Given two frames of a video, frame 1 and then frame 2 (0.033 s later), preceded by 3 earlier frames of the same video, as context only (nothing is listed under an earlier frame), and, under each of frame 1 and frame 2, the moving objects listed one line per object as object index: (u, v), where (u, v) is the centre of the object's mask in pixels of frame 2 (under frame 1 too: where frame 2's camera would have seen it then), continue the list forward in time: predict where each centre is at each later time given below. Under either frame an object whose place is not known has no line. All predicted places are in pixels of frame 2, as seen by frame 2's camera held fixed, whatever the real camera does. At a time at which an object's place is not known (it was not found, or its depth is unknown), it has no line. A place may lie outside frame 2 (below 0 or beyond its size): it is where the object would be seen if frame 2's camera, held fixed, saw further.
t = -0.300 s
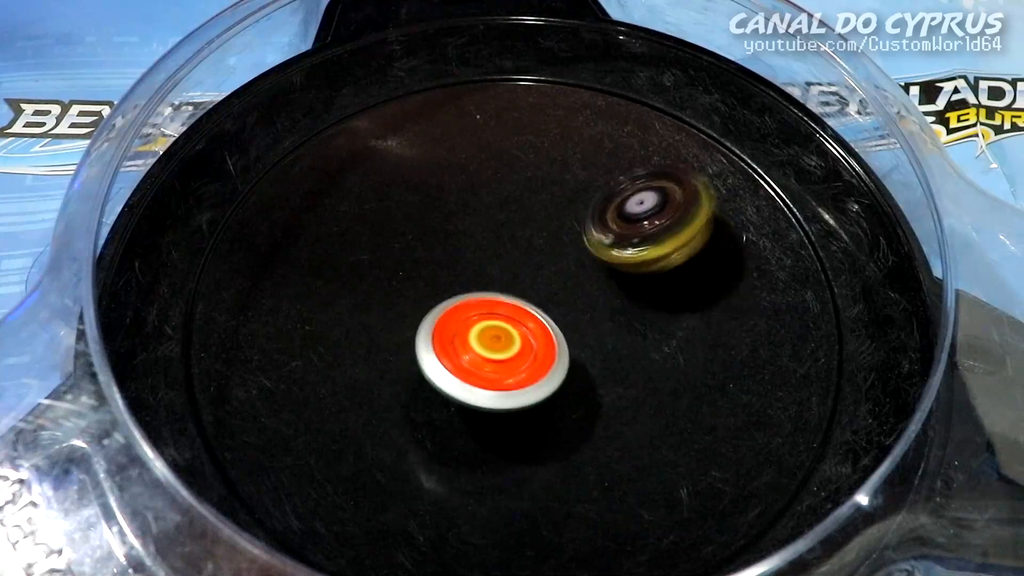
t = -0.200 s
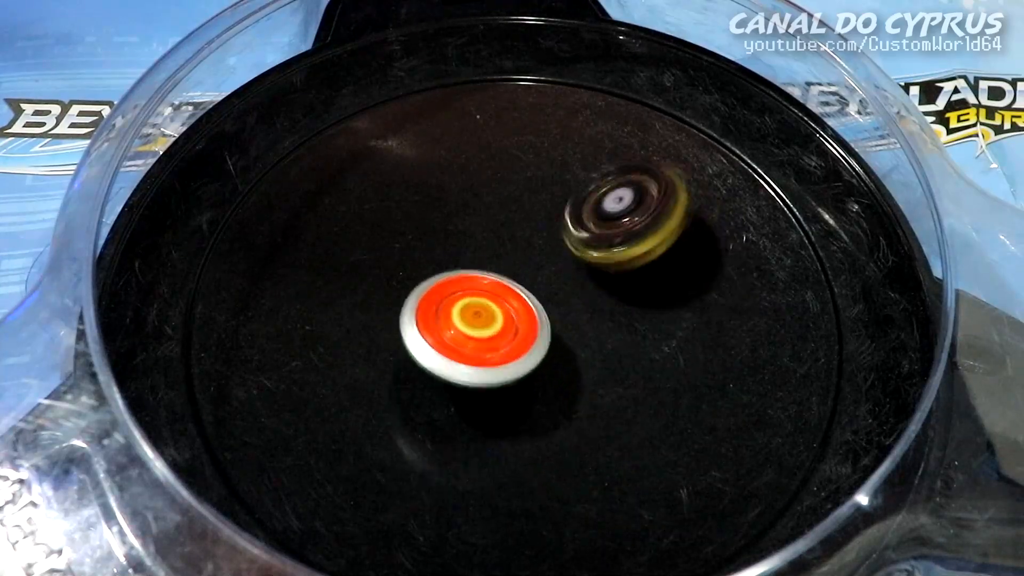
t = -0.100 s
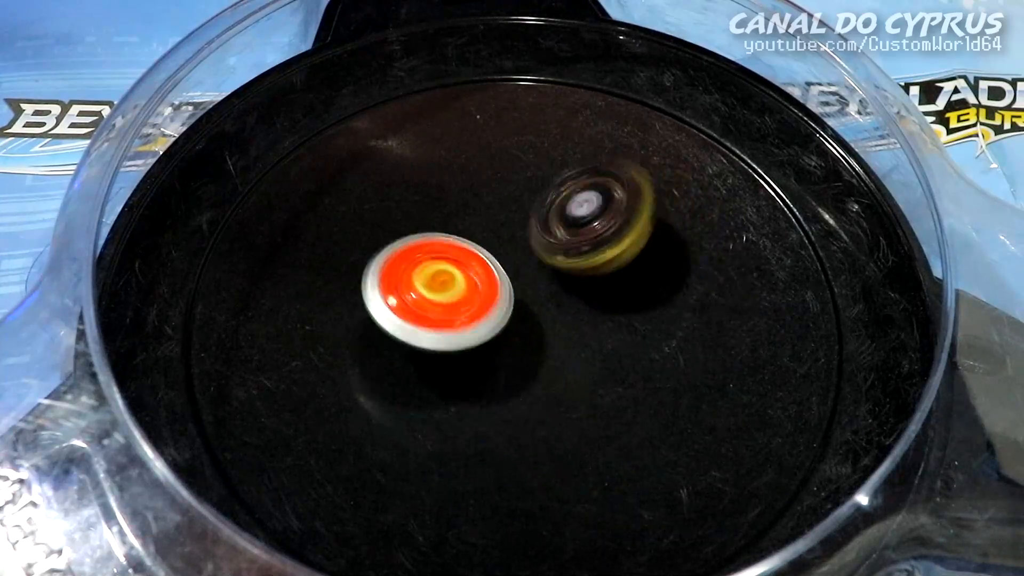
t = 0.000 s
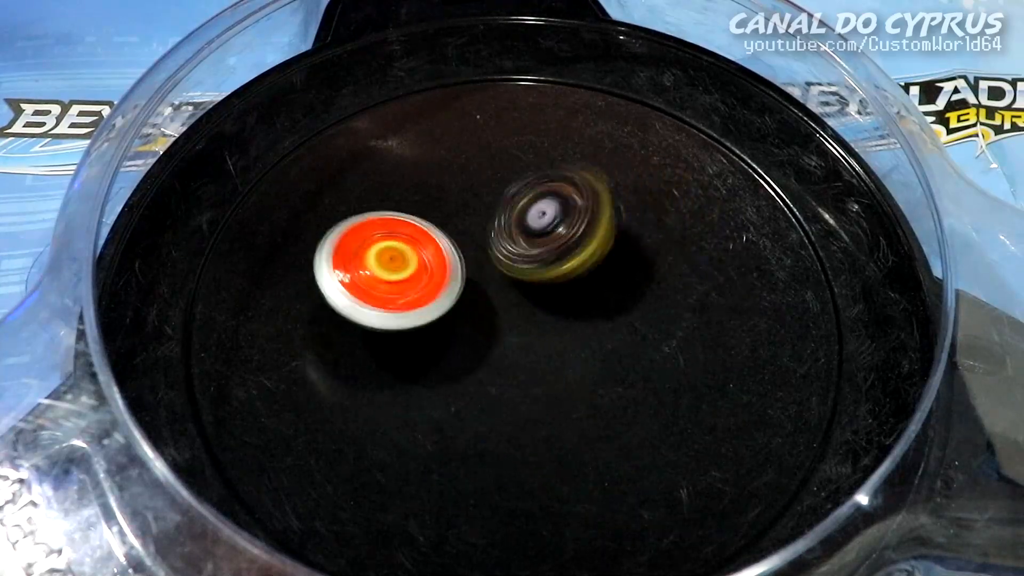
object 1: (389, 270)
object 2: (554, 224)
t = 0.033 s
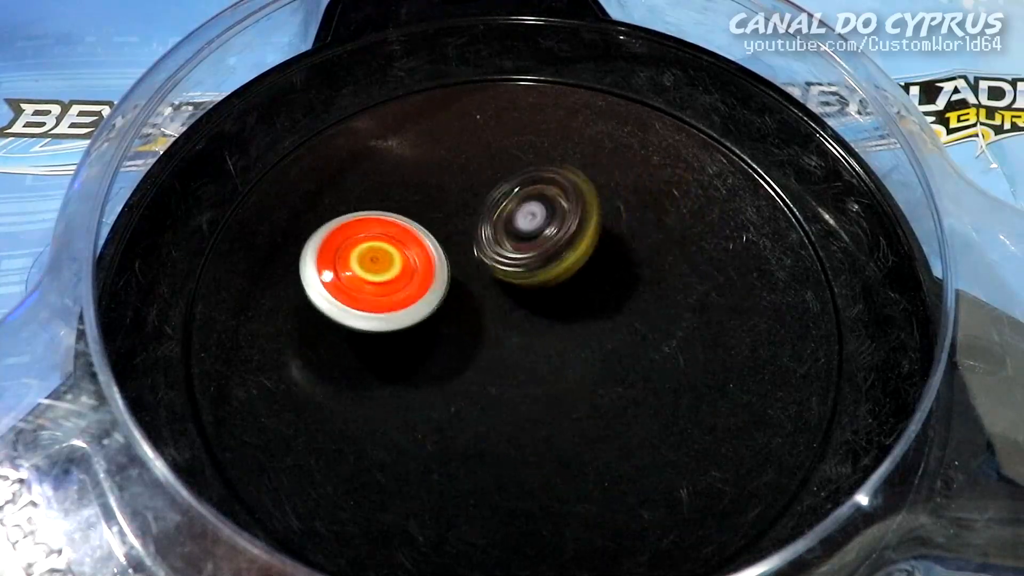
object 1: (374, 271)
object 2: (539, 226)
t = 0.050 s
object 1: (366, 272)
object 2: (531, 229)
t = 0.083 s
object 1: (354, 277)
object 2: (518, 229)
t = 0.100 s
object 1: (350, 280)
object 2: (510, 231)
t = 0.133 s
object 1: (345, 291)
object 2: (496, 232)
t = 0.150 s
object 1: (346, 296)
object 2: (491, 232)
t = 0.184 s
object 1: (346, 303)
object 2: (478, 232)
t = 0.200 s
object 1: (347, 307)
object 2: (472, 231)
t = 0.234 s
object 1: (350, 309)
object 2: (461, 231)
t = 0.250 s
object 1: (352, 309)
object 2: (456, 229)
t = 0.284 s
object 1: (368, 308)
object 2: (449, 223)
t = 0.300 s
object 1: (376, 309)
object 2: (445, 220)
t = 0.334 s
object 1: (386, 320)
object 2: (442, 212)
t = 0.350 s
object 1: (391, 326)
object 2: (441, 209)
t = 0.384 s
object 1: (404, 330)
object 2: (441, 202)
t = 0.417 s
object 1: (427, 335)
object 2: (438, 192)
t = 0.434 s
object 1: (438, 337)
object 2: (438, 191)
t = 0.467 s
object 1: (458, 337)
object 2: (433, 184)
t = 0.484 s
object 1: (468, 339)
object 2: (432, 183)
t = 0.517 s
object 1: (484, 339)
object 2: (427, 181)
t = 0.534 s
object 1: (491, 339)
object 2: (426, 180)
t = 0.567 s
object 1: (499, 337)
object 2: (421, 182)
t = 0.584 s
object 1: (502, 336)
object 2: (420, 182)
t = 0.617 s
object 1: (503, 332)
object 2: (415, 188)
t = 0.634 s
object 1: (501, 330)
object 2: (413, 189)
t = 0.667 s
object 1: (497, 322)
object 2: (408, 198)
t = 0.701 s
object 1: (491, 313)
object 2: (404, 204)
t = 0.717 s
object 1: (489, 305)
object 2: (400, 210)
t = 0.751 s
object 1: (498, 303)
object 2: (387, 210)
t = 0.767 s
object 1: (508, 307)
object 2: (377, 208)
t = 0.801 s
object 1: (525, 317)
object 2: (359, 203)
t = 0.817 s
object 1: (533, 319)
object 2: (349, 203)
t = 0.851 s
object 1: (552, 325)
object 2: (330, 201)
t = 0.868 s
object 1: (562, 326)
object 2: (322, 203)
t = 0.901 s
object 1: (583, 328)
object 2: (304, 204)
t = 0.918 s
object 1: (595, 327)
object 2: (296, 206)
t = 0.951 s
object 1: (615, 324)
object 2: (283, 208)
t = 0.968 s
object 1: (623, 321)
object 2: (278, 211)
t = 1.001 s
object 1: (629, 315)
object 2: (266, 216)
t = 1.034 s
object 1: (628, 308)
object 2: (258, 224)
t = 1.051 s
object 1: (626, 304)
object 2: (255, 227)
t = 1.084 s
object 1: (618, 294)
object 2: (250, 238)
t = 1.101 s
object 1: (612, 289)
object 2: (249, 241)
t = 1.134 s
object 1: (602, 276)
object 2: (248, 254)
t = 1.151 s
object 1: (598, 270)
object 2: (248, 259)
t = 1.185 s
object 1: (594, 259)
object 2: (251, 273)
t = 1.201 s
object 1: (592, 255)
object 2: (253, 279)
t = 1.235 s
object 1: (588, 252)
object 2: (260, 295)
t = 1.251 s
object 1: (584, 252)
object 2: (263, 302)
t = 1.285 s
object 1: (573, 258)
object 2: (273, 317)
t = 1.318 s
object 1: (561, 269)
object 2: (286, 334)
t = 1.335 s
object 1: (556, 275)
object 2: (292, 339)
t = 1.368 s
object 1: (551, 290)
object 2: (308, 356)
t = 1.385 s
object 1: (549, 299)
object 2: (315, 361)
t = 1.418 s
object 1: (548, 318)
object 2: (333, 377)
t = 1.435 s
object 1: (548, 328)
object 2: (342, 382)
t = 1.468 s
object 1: (549, 349)
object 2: (360, 397)
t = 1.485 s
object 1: (549, 356)
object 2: (369, 402)
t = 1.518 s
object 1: (547, 371)
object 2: (389, 414)
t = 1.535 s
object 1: (547, 374)
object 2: (398, 418)
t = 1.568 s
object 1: (577, 371)
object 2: (384, 438)
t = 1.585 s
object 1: (593, 366)
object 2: (375, 447)
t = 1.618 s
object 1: (618, 356)
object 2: (360, 467)
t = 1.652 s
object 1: (632, 346)
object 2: (351, 486)
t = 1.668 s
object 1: (635, 339)
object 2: (347, 492)
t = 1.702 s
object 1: (637, 326)
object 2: (343, 504)
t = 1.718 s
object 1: (636, 316)
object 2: (339, 507)
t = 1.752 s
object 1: (632, 299)
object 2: (338, 513)
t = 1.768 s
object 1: (627, 289)
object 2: (337, 515)
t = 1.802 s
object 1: (614, 275)
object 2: (342, 516)
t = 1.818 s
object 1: (607, 268)
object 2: (350, 514)
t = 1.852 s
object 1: (591, 258)
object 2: (361, 512)
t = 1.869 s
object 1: (583, 253)
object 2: (370, 509)
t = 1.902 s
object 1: (568, 246)
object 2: (387, 499)
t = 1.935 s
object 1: (556, 242)
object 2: (407, 483)
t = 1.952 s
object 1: (551, 240)
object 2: (418, 478)
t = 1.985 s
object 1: (543, 238)
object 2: (439, 462)
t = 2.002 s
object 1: (539, 238)
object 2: (452, 455)
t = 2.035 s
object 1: (535, 239)
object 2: (474, 441)
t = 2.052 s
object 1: (535, 242)
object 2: (488, 432)
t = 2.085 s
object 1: (537, 248)
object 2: (512, 419)
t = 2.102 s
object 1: (539, 254)
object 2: (524, 410)
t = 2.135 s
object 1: (545, 264)
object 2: (550, 398)
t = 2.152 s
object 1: (548, 271)
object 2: (561, 393)
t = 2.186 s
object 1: (549, 257)
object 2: (591, 405)
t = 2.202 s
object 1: (548, 250)
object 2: (607, 412)
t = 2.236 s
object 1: (545, 239)
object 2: (635, 420)
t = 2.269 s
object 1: (536, 230)
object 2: (662, 424)
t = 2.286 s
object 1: (530, 226)
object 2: (675, 428)
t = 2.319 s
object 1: (518, 218)
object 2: (698, 430)
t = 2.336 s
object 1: (509, 216)
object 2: (710, 430)
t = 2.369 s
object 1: (493, 212)
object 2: (729, 432)
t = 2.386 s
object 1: (484, 208)
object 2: (736, 429)
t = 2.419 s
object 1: (464, 206)
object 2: (752, 430)
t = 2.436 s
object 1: (455, 206)
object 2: (758, 429)
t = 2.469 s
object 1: (436, 212)
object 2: (768, 427)
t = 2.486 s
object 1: (430, 215)
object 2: (771, 428)
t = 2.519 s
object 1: (418, 225)
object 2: (777, 423)
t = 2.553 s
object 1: (410, 235)
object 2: (779, 417)
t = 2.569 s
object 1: (408, 240)
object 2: (780, 415)
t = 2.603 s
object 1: (404, 252)
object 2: (779, 408)
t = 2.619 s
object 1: (404, 256)
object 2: (775, 403)
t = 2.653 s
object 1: (403, 266)
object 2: (771, 394)
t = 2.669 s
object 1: (404, 269)
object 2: (767, 390)
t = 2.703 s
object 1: (406, 275)
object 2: (758, 379)
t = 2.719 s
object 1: (408, 276)
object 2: (754, 374)
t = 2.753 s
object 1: (413, 278)
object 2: (744, 361)
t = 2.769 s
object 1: (416, 277)
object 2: (736, 354)
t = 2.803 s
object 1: (424, 275)
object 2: (726, 337)
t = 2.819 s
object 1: (429, 272)
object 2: (718, 329)
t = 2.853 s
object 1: (441, 266)
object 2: (706, 311)
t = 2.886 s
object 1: (457, 260)
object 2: (694, 293)
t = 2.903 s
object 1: (468, 256)
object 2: (691, 285)
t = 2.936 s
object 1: (490, 252)
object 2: (680, 267)
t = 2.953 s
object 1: (504, 252)
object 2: (676, 259)
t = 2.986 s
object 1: (527, 252)
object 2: (669, 242)
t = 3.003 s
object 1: (528, 253)
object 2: (671, 232)
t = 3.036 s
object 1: (517, 260)
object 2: (691, 212)
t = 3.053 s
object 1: (514, 263)
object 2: (698, 205)
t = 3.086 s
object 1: (510, 272)
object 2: (711, 192)
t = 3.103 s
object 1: (508, 278)
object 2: (716, 187)
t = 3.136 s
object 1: (508, 295)
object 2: (727, 179)
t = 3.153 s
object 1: (506, 306)
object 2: (731, 175)
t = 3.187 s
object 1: (499, 323)
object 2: (739, 172)
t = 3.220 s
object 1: (493, 340)
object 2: (745, 172)
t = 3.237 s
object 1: (488, 349)
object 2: (750, 174)
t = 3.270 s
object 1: (480, 361)
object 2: (750, 182)
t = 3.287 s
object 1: (475, 366)
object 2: (748, 190)
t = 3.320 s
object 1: (464, 371)
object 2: (736, 204)
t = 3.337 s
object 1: (459, 370)
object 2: (725, 212)
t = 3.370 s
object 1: (450, 366)
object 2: (701, 226)
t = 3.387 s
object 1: (448, 363)
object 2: (690, 232)
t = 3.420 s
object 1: (444, 350)
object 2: (662, 238)
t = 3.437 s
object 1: (444, 341)
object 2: (644, 243)
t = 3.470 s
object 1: (450, 325)
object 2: (613, 246)
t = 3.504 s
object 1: (461, 311)
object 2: (581, 247)
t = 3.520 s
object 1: (454, 312)
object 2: (573, 241)
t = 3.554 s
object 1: (421, 328)
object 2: (578, 217)
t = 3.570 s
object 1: (409, 335)
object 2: (581, 207)
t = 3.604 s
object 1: (389, 352)
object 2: (577, 191)
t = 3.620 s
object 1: (381, 361)
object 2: (570, 184)
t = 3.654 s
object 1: (375, 375)
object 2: (561, 171)
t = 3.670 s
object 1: (373, 384)
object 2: (558, 166)
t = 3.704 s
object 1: (371, 398)
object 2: (549, 155)
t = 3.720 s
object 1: (375, 405)
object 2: (544, 148)
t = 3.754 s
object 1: (382, 420)
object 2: (538, 140)
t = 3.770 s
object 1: (387, 424)
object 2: (538, 138)
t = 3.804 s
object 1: (403, 434)
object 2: (534, 134)
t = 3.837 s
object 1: (423, 439)
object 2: (533, 132)
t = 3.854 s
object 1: (434, 439)
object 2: (530, 133)
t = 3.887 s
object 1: (456, 441)
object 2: (525, 137)
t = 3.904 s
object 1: (468, 442)
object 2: (526, 141)
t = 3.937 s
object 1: (484, 440)
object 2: (524, 151)
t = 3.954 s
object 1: (489, 438)
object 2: (520, 157)
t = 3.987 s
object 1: (498, 432)
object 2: (513, 172)
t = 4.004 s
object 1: (502, 429)
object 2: (511, 179)
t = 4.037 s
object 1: (504, 420)
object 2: (498, 196)
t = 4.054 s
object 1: (503, 415)
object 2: (488, 205)
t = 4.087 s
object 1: (497, 401)
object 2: (473, 221)
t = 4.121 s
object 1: (494, 383)
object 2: (455, 235)
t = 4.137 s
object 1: (493, 373)
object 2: (447, 240)
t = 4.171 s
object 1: (492, 352)
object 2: (425, 248)
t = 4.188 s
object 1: (495, 351)
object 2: (414, 248)
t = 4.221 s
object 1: (506, 350)
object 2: (390, 243)
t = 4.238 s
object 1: (509, 349)
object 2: (379, 240)
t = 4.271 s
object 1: (511, 347)
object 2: (362, 234)
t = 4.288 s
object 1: (510, 345)
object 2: (354, 231)
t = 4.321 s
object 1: (505, 341)
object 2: (342, 224)
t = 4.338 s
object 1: (501, 337)
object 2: (336, 220)
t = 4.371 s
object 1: (493, 329)
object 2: (328, 213)
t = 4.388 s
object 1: (489, 325)
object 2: (327, 207)
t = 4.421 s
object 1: (481, 315)
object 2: (327, 201)
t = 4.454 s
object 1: (474, 305)
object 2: (337, 196)
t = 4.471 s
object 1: (472, 299)
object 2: (344, 195)
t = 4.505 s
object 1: (470, 287)
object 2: (360, 200)
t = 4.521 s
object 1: (471, 282)
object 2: (369, 203)
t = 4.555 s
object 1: (504, 284)
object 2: (363, 194)
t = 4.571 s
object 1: (518, 285)
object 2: (361, 193)
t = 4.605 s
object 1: (547, 294)
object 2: (358, 183)
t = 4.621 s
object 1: (561, 299)
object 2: (356, 180)
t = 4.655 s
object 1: (580, 307)
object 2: (358, 175)
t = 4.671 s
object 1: (588, 311)
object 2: (360, 174)
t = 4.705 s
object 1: (599, 320)
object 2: (368, 170)
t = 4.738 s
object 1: (602, 329)
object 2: (377, 171)
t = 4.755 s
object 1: (602, 332)
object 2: (381, 173)
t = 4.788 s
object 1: (595, 339)
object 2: (396, 182)
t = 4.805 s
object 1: (590, 342)
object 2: (403, 187)
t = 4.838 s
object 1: (575, 342)
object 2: (417, 202)
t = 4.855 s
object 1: (567, 338)
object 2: (424, 212)
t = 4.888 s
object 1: (553, 330)
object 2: (435, 231)
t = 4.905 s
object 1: (548, 327)
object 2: (438, 240)
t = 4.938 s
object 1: (584, 339)
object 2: (409, 240)
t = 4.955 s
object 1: (610, 350)
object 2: (389, 230)
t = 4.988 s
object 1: (652, 367)
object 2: (356, 220)
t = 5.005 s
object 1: (668, 373)
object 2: (344, 217)
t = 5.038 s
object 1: (693, 380)
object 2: (321, 210)
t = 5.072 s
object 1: (708, 382)
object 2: (312, 206)
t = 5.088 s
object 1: (712, 381)
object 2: (310, 206)
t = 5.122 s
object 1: (716, 376)
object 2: (308, 204)
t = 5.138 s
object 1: (717, 372)
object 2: (311, 205)
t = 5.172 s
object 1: (717, 362)
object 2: (317, 207)
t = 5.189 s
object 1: (717, 357)
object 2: (321, 209)
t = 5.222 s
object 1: (716, 346)
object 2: (332, 217)
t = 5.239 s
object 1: (716, 338)
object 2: (339, 221)
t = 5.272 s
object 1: (714, 328)
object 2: (355, 234)
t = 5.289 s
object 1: (713, 325)
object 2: (363, 241)
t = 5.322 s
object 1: (709, 319)
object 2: (376, 255)
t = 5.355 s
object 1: (701, 317)
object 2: (390, 269)
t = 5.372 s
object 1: (698, 317)
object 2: (397, 279)
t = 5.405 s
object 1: (686, 318)
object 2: (410, 292)
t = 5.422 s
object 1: (677, 321)
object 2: (417, 300)
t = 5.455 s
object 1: (661, 325)
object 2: (431, 315)
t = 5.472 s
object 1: (653, 326)
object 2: (437, 321)
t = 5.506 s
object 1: (636, 329)
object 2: (450, 335)
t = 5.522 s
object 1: (626, 331)
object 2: (456, 342)
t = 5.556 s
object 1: (615, 332)
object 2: (467, 354)
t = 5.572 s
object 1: (625, 327)
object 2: (455, 361)
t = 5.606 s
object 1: (649, 320)
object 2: (431, 375)
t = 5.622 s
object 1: (657, 317)
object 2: (426, 380)
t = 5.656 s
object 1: (666, 311)
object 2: (418, 390)
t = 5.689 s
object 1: (666, 308)
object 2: (414, 401)
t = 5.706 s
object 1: (665, 305)
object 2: (415, 408)
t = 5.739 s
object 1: (658, 303)
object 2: (414, 416)
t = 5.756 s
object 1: (653, 302)
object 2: (414, 421)
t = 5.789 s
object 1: (645, 300)
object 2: (412, 426)
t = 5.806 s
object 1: (640, 300)
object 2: (410, 429)
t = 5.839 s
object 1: (630, 298)
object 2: (411, 429)
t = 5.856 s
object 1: (625, 297)
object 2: (411, 427)
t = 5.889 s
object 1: (615, 297)
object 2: (416, 424)
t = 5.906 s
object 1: (610, 296)
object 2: (418, 419)
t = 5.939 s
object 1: (601, 296)
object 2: (427, 414)
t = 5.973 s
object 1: (592, 295)
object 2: (440, 405)
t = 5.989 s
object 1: (587, 295)
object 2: (446, 399)
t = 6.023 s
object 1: (580, 294)
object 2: (464, 391)
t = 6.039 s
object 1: (577, 294)
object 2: (471, 385)
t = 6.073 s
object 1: (581, 279)
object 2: (475, 392)
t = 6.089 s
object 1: (586, 269)
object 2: (474, 395)
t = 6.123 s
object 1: (594, 252)
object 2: (476, 398)
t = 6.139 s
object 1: (595, 246)
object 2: (476, 400)
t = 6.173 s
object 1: (595, 237)
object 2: (478, 400)
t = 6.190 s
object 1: (594, 235)
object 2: (481, 401)
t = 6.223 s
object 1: (592, 233)
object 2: (484, 396)
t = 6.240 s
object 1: (589, 233)
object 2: (490, 395)
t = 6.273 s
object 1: (582, 235)
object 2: (493, 391)
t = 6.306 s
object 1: (573, 239)
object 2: (500, 386)
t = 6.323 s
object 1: (568, 241)
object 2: (506, 383)
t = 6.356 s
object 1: (558, 245)
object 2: (515, 375)
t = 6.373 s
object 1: (552, 246)
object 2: (521, 372)
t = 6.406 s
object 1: (542, 241)
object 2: (530, 374)
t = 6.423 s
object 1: (539, 233)
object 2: (536, 380)
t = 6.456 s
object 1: (533, 223)
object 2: (541, 387)
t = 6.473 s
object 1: (530, 219)
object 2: (546, 391)
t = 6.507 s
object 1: (528, 213)
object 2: (551, 396)
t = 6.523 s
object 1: (527, 211)
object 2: (555, 399)
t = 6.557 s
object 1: (526, 211)
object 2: (556, 402)
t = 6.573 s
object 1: (526, 211)
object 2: (557, 403)
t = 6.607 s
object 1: (526, 214)
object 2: (555, 400)
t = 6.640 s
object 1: (526, 219)
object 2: (553, 397)
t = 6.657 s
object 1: (526, 222)
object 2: (552, 395)
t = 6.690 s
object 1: (526, 231)
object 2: (551, 389)
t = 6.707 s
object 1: (525, 233)
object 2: (553, 386)
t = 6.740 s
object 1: (525, 244)
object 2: (552, 378)
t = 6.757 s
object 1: (525, 247)
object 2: (552, 373)
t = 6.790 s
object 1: (522, 244)
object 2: (556, 372)
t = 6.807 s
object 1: (520, 240)
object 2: (560, 373)
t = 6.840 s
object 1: (516, 238)
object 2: (564, 371)
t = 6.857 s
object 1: (514, 237)
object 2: (565, 370)
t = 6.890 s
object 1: (513, 238)
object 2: (569, 366)
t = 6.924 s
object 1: (511, 240)
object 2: (573, 364)
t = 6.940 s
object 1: (510, 241)
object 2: (572, 360)
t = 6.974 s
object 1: (508, 244)
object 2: (576, 357)
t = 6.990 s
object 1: (505, 243)
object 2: (576, 356)
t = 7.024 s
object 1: (501, 241)
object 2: (580, 358)
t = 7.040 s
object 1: (499, 241)
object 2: (580, 358)
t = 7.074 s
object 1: (496, 243)
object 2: (582, 358)
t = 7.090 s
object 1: (494, 244)
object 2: (581, 357)
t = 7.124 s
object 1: (491, 246)
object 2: (581, 356)
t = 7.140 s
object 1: (490, 248)
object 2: (578, 354)
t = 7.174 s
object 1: (484, 247)
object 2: (580, 357)
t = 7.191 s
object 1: (480, 244)
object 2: (582, 359)
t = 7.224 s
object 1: (473, 239)
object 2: (585, 364)
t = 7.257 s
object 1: (469, 237)
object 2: (582, 364)
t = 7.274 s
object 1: (468, 237)
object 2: (582, 365)
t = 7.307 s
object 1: (467, 237)
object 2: (576, 365)
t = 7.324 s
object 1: (468, 239)
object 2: (575, 365)
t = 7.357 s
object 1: (469, 241)
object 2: (570, 362)
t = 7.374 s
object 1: (469, 243)
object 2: (568, 360)
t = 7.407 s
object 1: (471, 248)
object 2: (561, 356)
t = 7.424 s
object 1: (472, 250)
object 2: (559, 354)
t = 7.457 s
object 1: (466, 244)
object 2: (564, 357)
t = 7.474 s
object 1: (460, 240)
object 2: (567, 360)
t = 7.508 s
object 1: (456, 231)
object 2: (572, 365)
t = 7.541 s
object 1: (453, 228)
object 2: (573, 367)
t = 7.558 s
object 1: (454, 227)
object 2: (574, 369)
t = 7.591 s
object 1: (454, 228)
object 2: (572, 370)
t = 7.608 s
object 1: (456, 229)
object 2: (573, 370)
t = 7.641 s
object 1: (457, 232)
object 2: (569, 367)
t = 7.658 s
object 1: (459, 234)
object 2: (568, 366)
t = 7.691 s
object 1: (460, 238)
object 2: (561, 362)
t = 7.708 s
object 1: (461, 241)
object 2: (561, 360)
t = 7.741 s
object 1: (461, 244)
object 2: (555, 354)
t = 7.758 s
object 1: (462, 247)
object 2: (553, 351)
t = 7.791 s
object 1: (458, 244)
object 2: (554, 348)
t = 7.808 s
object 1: (454, 243)
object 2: (555, 348)
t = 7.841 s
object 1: (452, 239)
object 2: (558, 347)
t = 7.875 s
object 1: (450, 240)
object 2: (561, 343)
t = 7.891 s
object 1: (452, 240)
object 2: (562, 342)
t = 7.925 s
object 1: (452, 243)
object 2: (559, 339)
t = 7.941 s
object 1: (453, 245)
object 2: (561, 338)
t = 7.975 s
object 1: (447, 242)
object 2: (566, 338)
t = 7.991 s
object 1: (443, 240)
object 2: (573, 341)
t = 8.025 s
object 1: (437, 234)
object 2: (581, 344)
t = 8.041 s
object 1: (436, 234)
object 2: (585, 346)
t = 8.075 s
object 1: (434, 233)
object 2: (592, 349)
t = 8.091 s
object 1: (436, 234)
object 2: (593, 351)
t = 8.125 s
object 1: (437, 237)
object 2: (596, 355)
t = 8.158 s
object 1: (438, 241)
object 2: (595, 357)
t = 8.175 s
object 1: (439, 242)
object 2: (595, 359)
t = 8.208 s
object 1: (441, 246)
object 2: (589, 358)
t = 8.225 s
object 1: (442, 248)
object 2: (586, 357)
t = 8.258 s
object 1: (443, 253)
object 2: (579, 356)
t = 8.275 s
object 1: (444, 255)
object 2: (577, 354)
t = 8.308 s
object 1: (445, 260)
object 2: (570, 351)
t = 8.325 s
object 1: (446, 261)
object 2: (563, 348)
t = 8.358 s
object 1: (446, 263)
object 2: (561, 343)
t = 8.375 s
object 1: (437, 257)
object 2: (563, 342)
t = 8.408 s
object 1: (425, 250)
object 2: (567, 340)
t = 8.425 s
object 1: (421, 247)
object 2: (569, 339)
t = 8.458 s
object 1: (418, 245)
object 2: (566, 334)
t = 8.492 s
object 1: (419, 244)
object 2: (566, 329)
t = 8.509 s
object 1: (420, 245)
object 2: (563, 326)
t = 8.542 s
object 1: (424, 246)
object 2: (565, 319)
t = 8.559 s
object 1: (425, 248)
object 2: (564, 316)
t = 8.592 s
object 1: (428, 252)
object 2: (561, 310)
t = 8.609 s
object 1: (429, 254)
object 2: (562, 307)
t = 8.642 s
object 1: (423, 253)
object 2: (567, 303)
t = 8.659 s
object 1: (420, 253)
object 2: (572, 302)
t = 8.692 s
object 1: (419, 253)
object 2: (579, 300)
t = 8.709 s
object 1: (420, 255)
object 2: (580, 297)
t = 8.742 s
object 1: (422, 256)
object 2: (588, 298)
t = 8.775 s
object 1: (423, 260)
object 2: (587, 296)
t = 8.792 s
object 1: (426, 262)
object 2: (588, 296)
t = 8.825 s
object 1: (427, 266)
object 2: (590, 295)
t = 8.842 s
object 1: (430, 268)
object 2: (590, 295)
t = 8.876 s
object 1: (431, 272)
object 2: (591, 296)
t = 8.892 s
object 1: (434, 273)
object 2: (589, 296)
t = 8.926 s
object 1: (436, 278)
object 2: (585, 298)
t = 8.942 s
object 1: (437, 278)
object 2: (584, 299)
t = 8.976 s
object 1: (428, 276)
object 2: (588, 301)
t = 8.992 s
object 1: (423, 276)
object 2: (591, 302)
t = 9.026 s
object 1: (420, 275)
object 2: (592, 304)
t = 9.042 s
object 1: (420, 275)
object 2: (591, 305)
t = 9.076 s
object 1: (421, 275)
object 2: (593, 308)
